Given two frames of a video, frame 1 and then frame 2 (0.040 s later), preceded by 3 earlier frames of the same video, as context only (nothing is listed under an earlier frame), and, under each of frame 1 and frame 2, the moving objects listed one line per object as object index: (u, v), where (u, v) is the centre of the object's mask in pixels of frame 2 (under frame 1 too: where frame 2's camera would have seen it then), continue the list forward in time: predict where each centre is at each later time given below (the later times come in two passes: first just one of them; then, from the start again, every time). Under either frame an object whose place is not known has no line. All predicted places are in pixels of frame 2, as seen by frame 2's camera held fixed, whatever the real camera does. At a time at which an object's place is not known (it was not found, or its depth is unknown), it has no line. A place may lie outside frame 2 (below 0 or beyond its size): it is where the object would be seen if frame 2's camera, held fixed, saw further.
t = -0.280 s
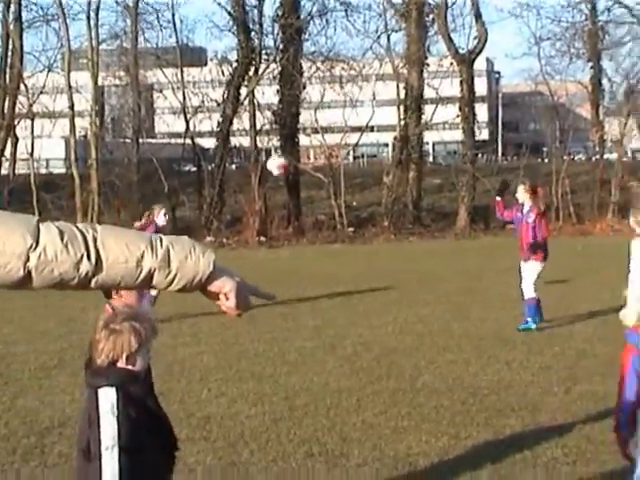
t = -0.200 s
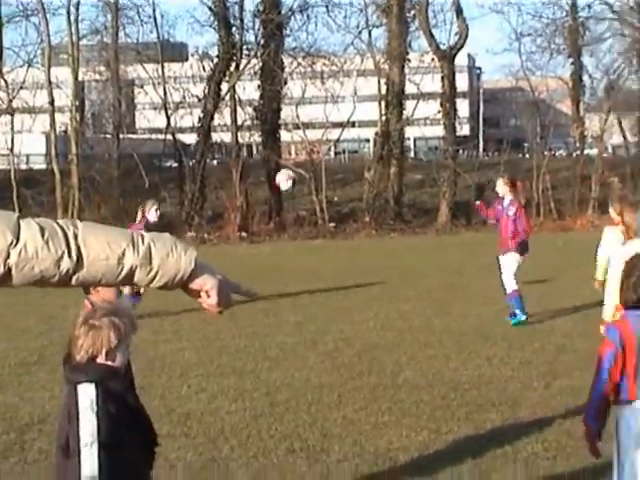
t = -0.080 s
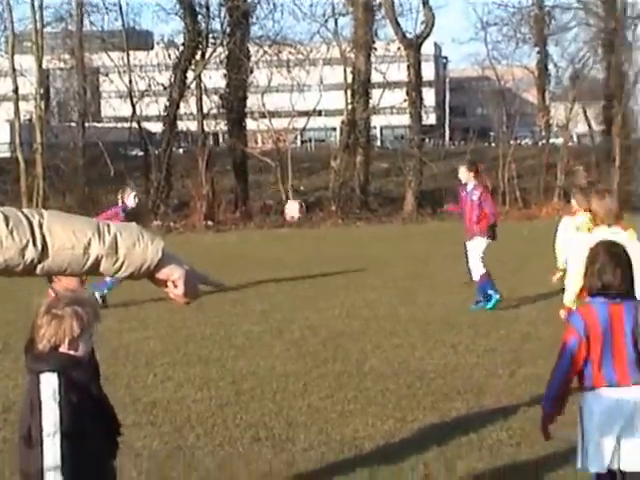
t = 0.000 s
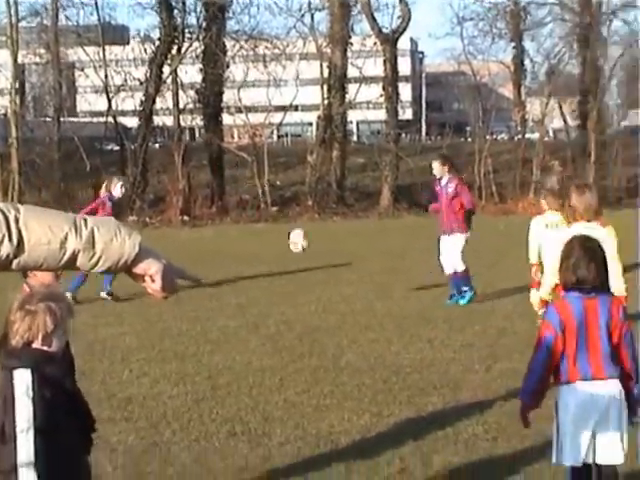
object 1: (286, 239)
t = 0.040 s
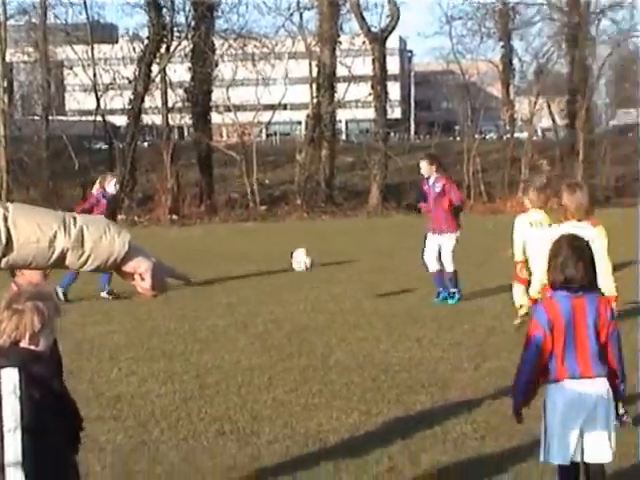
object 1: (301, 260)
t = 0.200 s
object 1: (342, 274)
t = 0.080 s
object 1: (315, 282)
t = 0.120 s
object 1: (328, 301)
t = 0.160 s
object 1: (333, 287)
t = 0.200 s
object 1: (342, 274)
